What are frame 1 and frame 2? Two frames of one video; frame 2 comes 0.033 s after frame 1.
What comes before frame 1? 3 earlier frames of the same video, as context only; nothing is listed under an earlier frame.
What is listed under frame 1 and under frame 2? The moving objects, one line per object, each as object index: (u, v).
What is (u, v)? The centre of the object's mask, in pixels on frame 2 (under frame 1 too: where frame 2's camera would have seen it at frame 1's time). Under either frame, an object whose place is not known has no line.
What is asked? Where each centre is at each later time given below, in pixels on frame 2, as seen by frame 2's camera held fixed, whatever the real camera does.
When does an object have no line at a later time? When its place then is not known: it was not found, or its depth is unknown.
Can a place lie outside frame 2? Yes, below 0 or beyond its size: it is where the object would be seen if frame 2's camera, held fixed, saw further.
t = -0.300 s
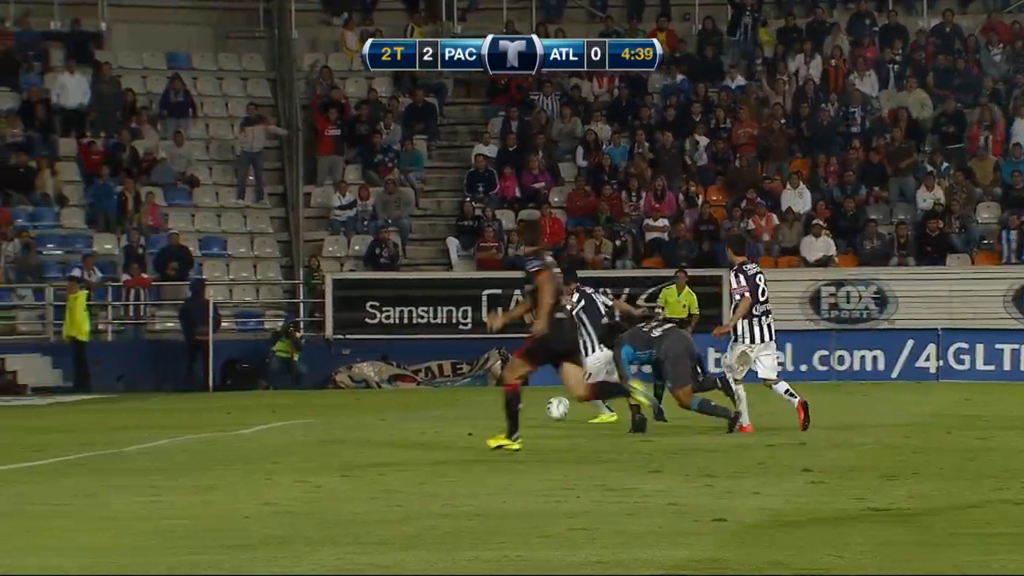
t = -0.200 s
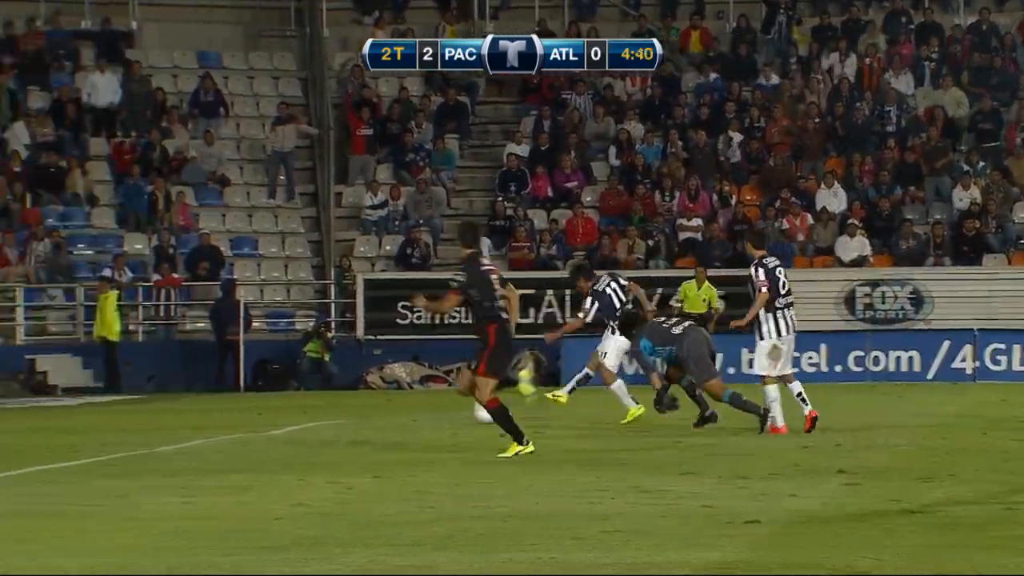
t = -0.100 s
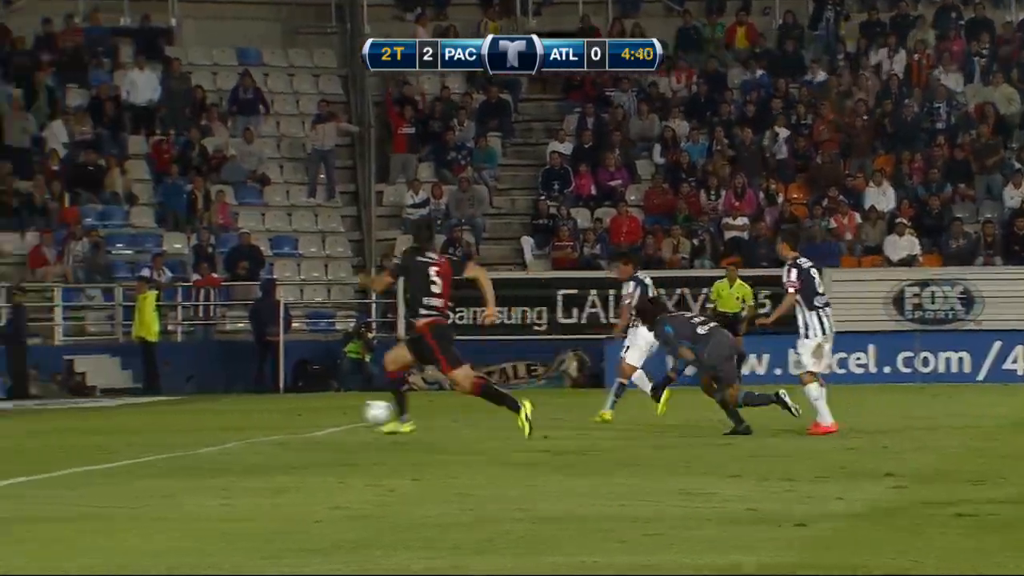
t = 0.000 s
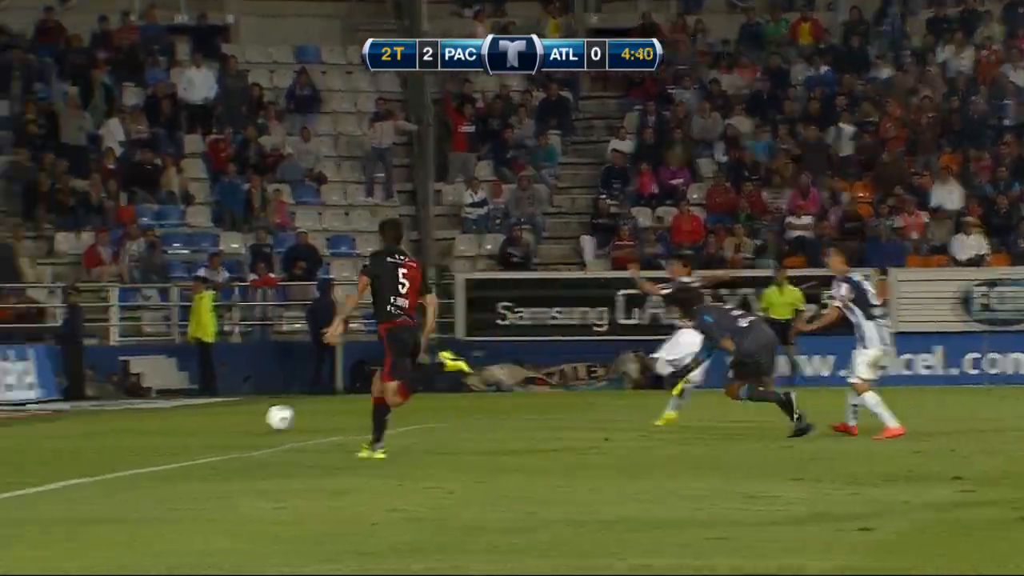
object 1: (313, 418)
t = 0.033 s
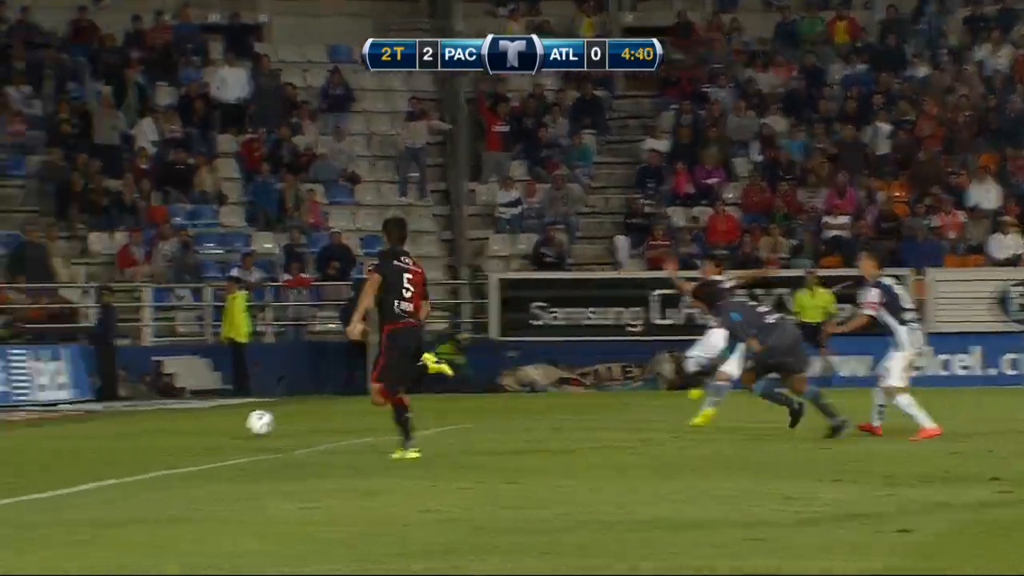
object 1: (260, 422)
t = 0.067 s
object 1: (207, 427)
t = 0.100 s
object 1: (156, 429)
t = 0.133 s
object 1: (104, 430)
